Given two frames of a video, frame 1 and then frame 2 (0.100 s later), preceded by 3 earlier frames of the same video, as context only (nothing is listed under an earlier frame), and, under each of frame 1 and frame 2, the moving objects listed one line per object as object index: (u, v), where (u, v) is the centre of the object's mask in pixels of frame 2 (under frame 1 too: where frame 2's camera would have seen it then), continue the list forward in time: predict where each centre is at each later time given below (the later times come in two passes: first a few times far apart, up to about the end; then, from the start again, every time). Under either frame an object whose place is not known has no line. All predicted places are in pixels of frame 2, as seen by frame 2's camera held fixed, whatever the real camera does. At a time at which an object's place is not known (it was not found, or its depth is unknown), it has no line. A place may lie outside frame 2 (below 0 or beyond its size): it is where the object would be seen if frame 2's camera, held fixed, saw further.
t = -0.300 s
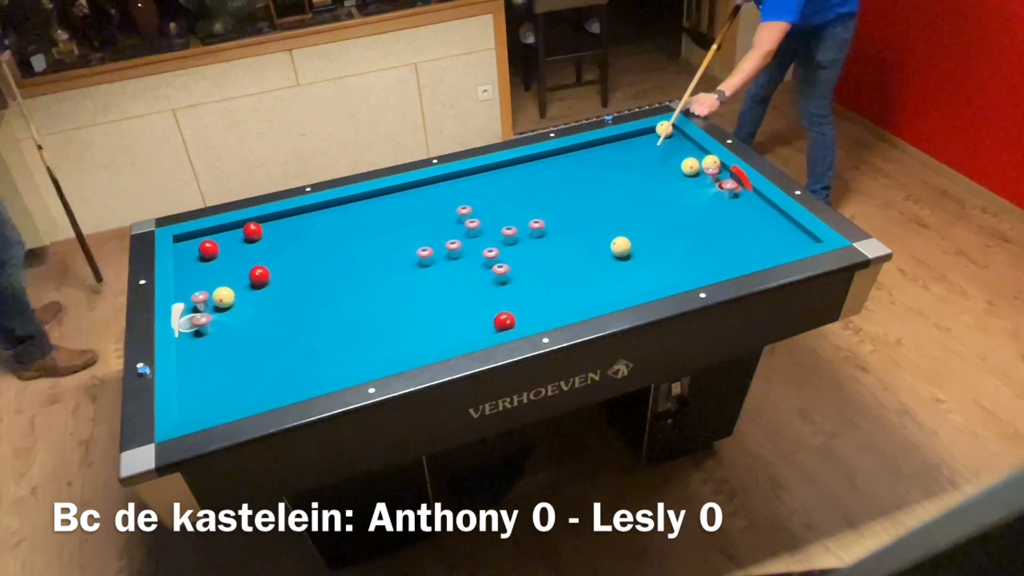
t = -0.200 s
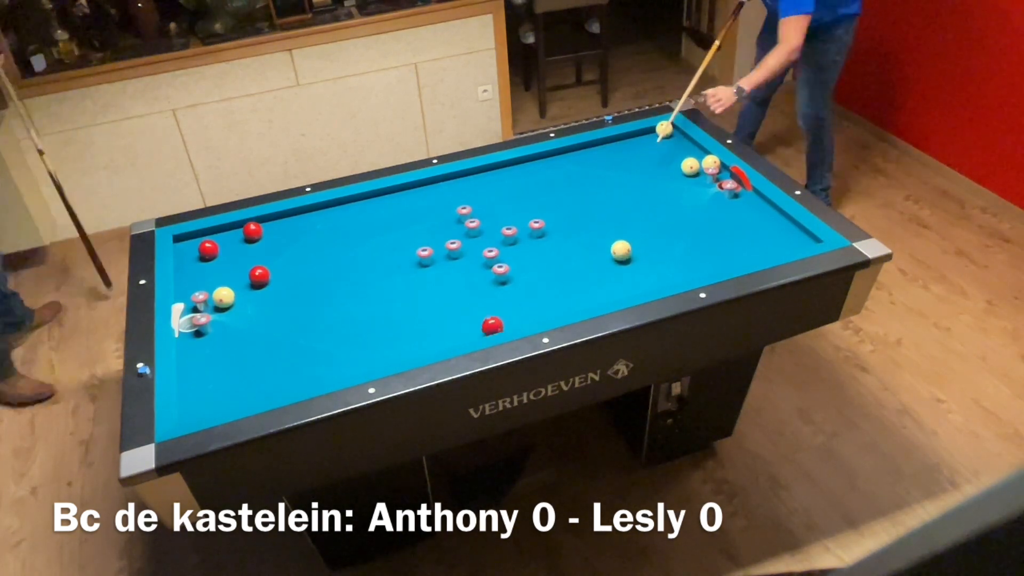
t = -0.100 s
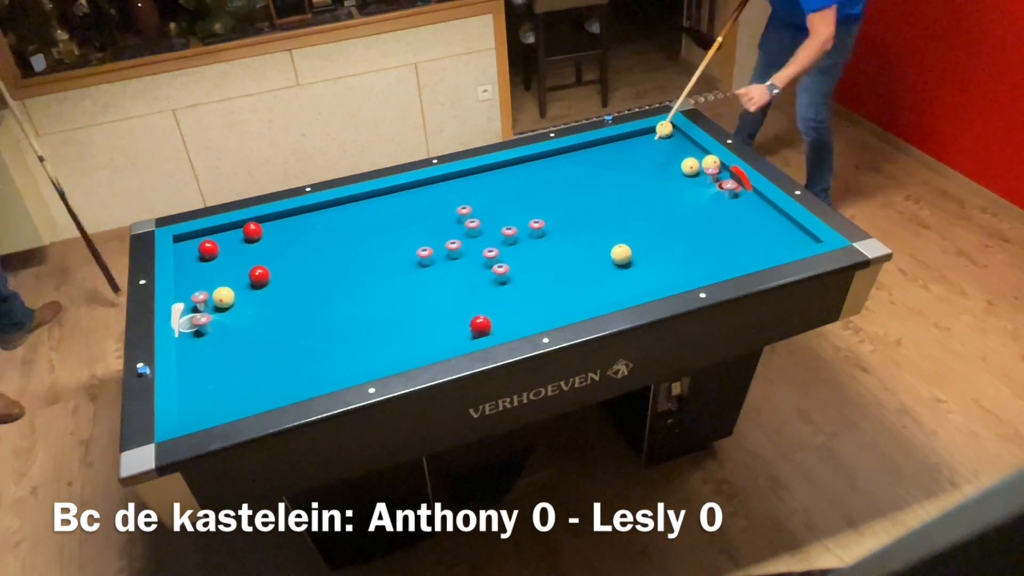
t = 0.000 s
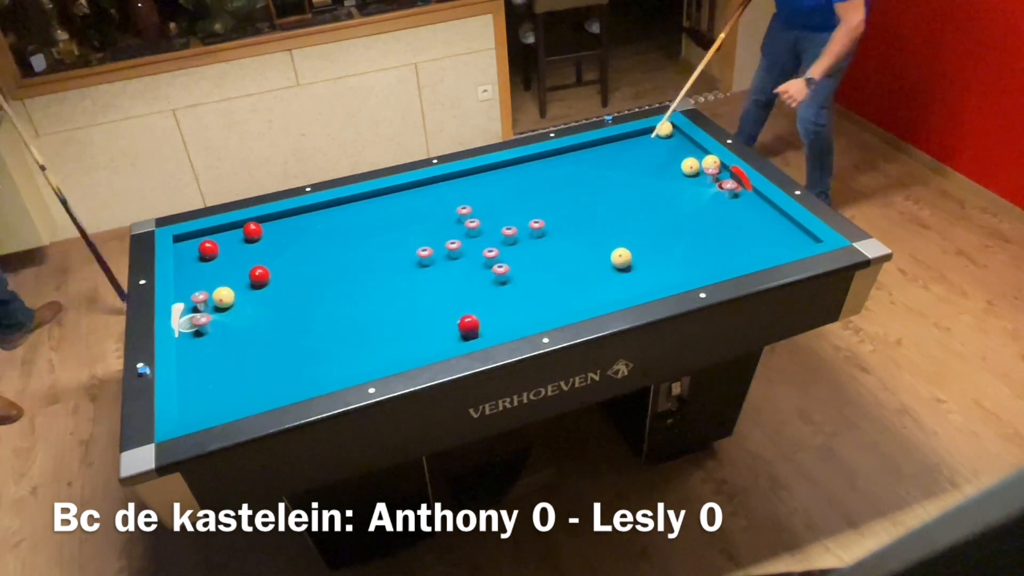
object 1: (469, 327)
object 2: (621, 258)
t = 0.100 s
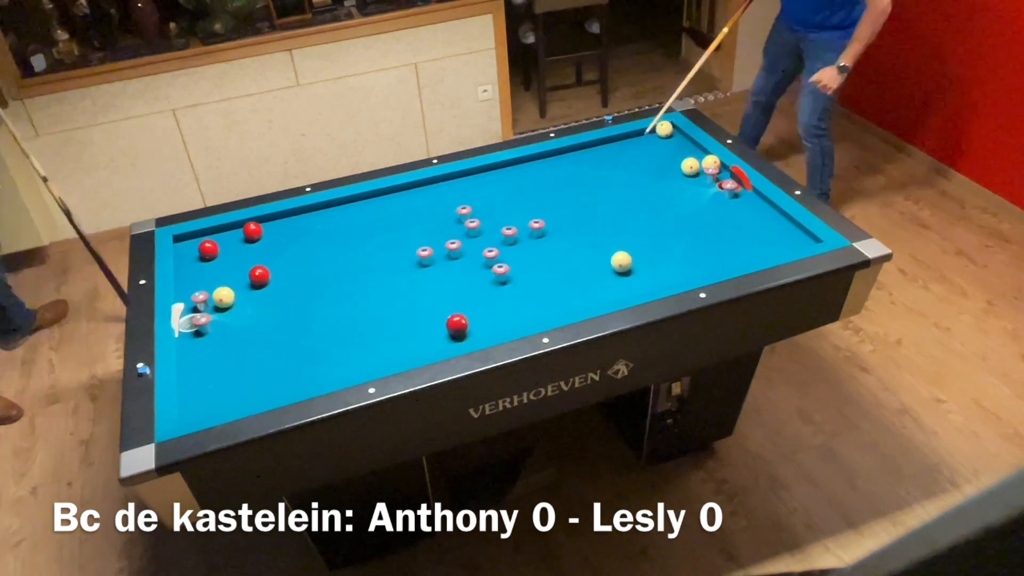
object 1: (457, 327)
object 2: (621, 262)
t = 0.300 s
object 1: (435, 325)
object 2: (621, 269)
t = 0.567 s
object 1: (406, 323)
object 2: (621, 278)
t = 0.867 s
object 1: (376, 320)
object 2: (621, 287)
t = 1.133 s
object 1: (351, 318)
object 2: (619, 290)
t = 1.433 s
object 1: (325, 316)
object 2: (614, 289)
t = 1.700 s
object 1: (303, 314)
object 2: (609, 288)
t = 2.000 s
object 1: (280, 312)
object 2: (605, 286)
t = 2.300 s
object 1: (259, 310)
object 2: (602, 285)
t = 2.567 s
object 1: (242, 308)
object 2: (601, 284)
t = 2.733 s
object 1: (233, 308)
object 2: (600, 284)
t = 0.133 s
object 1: (453, 326)
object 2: (621, 263)
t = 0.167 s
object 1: (450, 326)
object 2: (621, 264)
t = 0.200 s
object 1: (446, 326)
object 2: (621, 265)
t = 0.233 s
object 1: (442, 326)
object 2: (621, 267)
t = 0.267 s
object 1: (438, 325)
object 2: (621, 268)
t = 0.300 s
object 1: (435, 325)
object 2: (621, 269)
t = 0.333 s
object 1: (431, 325)
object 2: (621, 270)
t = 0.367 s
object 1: (427, 325)
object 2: (621, 271)
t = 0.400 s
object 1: (424, 324)
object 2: (621, 272)
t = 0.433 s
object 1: (420, 324)
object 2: (621, 274)
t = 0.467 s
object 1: (417, 324)
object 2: (621, 275)
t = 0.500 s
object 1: (413, 323)
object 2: (621, 276)
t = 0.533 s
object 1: (410, 323)
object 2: (621, 277)
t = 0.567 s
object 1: (406, 323)
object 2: (621, 278)
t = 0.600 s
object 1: (403, 323)
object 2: (621, 279)
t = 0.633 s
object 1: (399, 323)
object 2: (621, 280)
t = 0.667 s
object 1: (396, 322)
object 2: (621, 281)
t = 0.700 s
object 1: (392, 322)
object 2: (621, 282)
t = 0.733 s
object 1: (389, 321)
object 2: (621, 283)
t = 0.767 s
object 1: (386, 321)
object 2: (621, 285)
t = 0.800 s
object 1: (382, 321)
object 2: (621, 286)
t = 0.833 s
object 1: (379, 321)
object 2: (621, 286)
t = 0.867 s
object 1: (376, 320)
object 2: (621, 287)
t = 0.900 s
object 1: (373, 320)
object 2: (621, 288)
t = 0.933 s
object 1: (370, 320)
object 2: (621, 289)
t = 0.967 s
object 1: (367, 319)
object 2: (621, 289)
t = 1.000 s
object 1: (363, 319)
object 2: (621, 290)
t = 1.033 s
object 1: (360, 319)
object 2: (621, 290)
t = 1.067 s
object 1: (357, 318)
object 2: (621, 291)
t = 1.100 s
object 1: (354, 318)
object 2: (620, 291)
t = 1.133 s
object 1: (351, 318)
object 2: (619, 290)
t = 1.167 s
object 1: (348, 318)
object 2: (619, 290)
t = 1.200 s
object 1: (345, 318)
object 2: (618, 290)
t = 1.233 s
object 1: (342, 318)
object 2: (617, 290)
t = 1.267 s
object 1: (339, 317)
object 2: (617, 290)
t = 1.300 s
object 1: (336, 317)
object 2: (616, 290)
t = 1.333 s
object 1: (333, 317)
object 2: (615, 290)
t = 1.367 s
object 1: (330, 316)
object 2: (615, 290)
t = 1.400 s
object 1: (328, 316)
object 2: (614, 289)
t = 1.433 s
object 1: (325, 316)
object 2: (614, 289)
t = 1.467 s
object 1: (322, 315)
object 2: (613, 289)
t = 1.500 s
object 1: (319, 315)
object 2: (613, 289)
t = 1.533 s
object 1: (317, 315)
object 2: (612, 289)
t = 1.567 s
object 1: (314, 315)
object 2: (611, 289)
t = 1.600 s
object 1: (311, 314)
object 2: (611, 289)
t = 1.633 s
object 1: (308, 314)
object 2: (610, 288)
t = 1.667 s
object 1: (306, 314)
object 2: (610, 288)
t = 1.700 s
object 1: (303, 314)
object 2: (609, 288)
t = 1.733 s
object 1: (300, 313)
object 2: (609, 288)
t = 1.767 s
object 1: (298, 313)
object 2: (609, 288)
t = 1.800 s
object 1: (295, 313)
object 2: (608, 288)
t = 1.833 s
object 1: (293, 313)
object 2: (607, 287)
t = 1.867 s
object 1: (290, 313)
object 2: (607, 287)
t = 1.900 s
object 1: (287, 313)
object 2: (606, 287)
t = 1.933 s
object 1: (285, 312)
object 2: (606, 286)
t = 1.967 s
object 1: (283, 312)
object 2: (606, 286)
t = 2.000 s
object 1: (280, 312)
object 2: (605, 286)
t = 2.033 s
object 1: (278, 312)
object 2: (605, 286)
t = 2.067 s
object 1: (275, 311)
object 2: (605, 286)
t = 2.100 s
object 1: (273, 312)
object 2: (604, 286)
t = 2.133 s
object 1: (270, 311)
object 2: (604, 286)
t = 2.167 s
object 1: (268, 311)
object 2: (604, 285)
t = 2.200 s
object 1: (266, 311)
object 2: (603, 285)
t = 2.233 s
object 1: (263, 310)
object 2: (603, 285)
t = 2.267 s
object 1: (261, 310)
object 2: (603, 285)
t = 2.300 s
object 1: (259, 310)
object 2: (602, 285)
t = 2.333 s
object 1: (256, 309)
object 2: (602, 285)
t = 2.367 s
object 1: (254, 309)
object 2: (602, 285)
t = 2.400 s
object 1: (252, 309)
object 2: (602, 284)
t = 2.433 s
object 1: (250, 309)
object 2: (601, 284)
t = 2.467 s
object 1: (248, 309)
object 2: (601, 284)
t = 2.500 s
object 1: (246, 309)
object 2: (601, 284)
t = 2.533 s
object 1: (244, 308)
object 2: (601, 284)
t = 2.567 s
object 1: (242, 308)
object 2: (601, 284)
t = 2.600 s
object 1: (240, 308)
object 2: (601, 284)
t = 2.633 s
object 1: (238, 308)
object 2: (600, 284)
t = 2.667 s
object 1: (236, 308)
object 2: (600, 284)
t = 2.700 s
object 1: (234, 308)
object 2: (600, 284)
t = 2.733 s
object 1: (233, 308)
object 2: (600, 284)
